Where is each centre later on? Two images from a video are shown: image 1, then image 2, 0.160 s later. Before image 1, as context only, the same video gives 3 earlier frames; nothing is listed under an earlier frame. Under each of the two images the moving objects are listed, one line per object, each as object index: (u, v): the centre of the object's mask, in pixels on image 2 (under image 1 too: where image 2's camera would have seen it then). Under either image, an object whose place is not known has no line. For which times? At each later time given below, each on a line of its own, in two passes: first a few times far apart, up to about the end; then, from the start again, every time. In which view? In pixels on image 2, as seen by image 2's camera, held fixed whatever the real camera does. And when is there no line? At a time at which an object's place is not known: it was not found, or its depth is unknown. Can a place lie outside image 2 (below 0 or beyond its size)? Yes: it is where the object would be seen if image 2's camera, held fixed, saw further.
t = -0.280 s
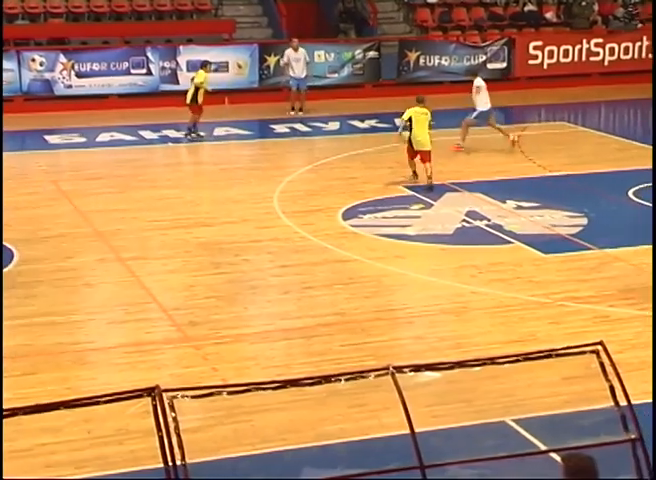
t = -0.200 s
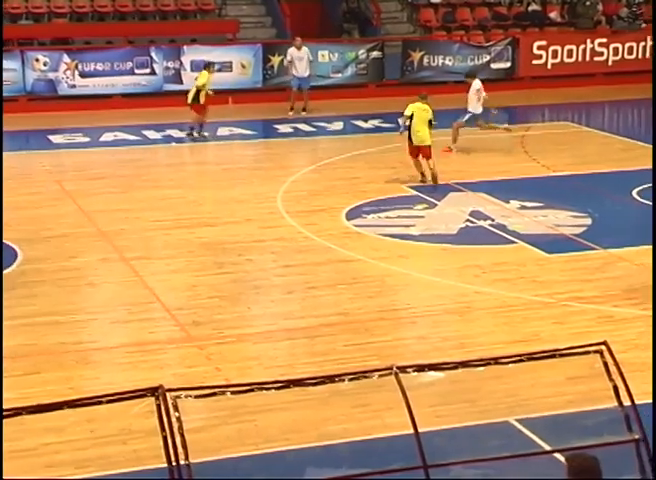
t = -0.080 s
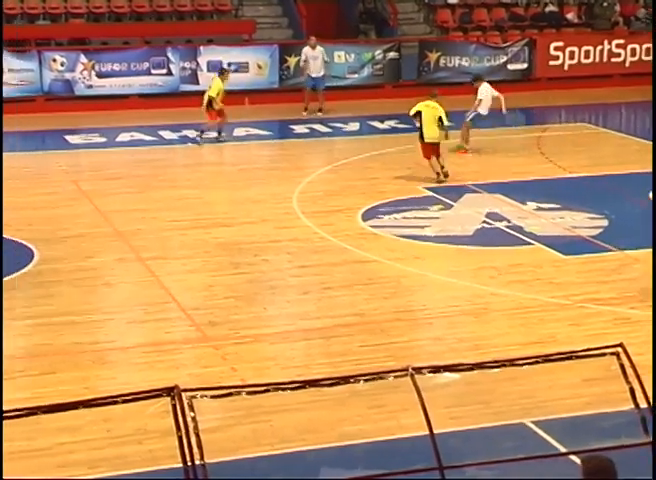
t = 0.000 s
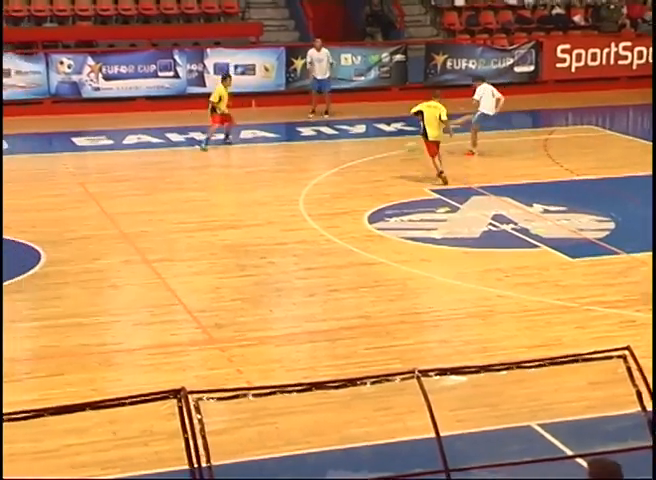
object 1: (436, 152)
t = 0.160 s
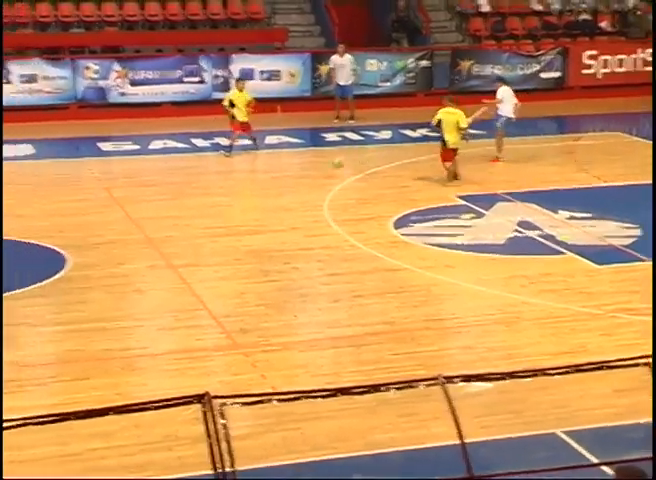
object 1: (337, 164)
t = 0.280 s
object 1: (262, 184)
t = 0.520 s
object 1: (124, 200)
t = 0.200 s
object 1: (313, 167)
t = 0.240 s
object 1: (287, 175)
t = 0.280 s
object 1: (262, 184)
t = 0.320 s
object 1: (238, 187)
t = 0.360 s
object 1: (216, 187)
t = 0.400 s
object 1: (193, 188)
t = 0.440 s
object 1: (170, 191)
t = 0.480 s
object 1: (147, 195)
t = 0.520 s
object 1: (124, 200)
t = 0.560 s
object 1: (100, 206)
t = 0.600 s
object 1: (78, 210)
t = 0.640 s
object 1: (56, 212)
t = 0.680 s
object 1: (37, 212)
